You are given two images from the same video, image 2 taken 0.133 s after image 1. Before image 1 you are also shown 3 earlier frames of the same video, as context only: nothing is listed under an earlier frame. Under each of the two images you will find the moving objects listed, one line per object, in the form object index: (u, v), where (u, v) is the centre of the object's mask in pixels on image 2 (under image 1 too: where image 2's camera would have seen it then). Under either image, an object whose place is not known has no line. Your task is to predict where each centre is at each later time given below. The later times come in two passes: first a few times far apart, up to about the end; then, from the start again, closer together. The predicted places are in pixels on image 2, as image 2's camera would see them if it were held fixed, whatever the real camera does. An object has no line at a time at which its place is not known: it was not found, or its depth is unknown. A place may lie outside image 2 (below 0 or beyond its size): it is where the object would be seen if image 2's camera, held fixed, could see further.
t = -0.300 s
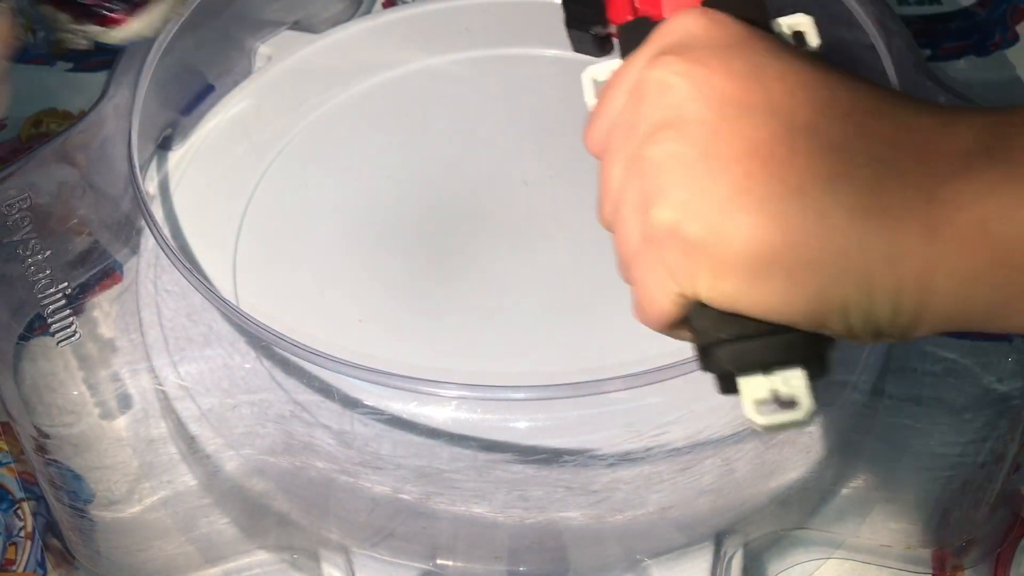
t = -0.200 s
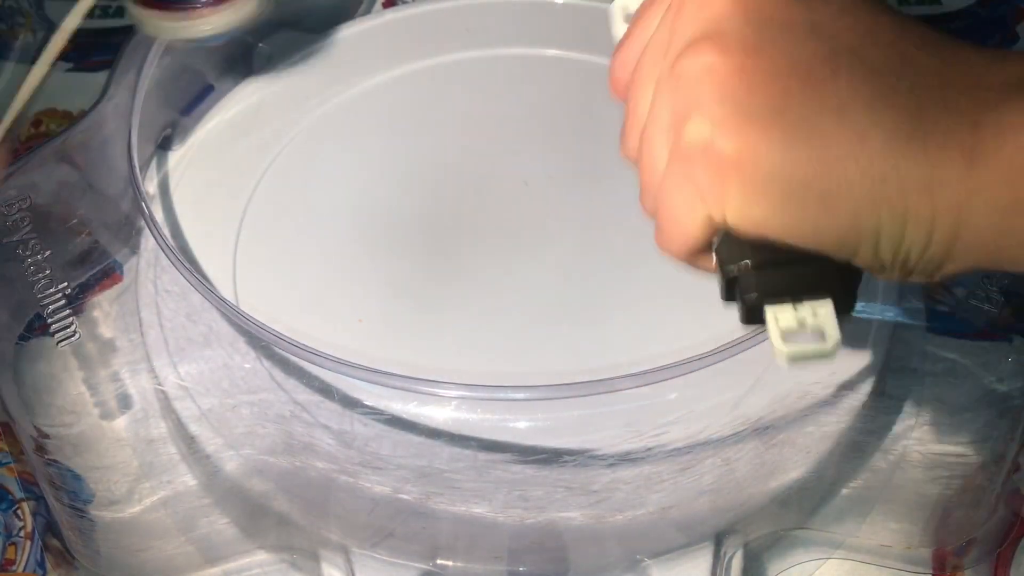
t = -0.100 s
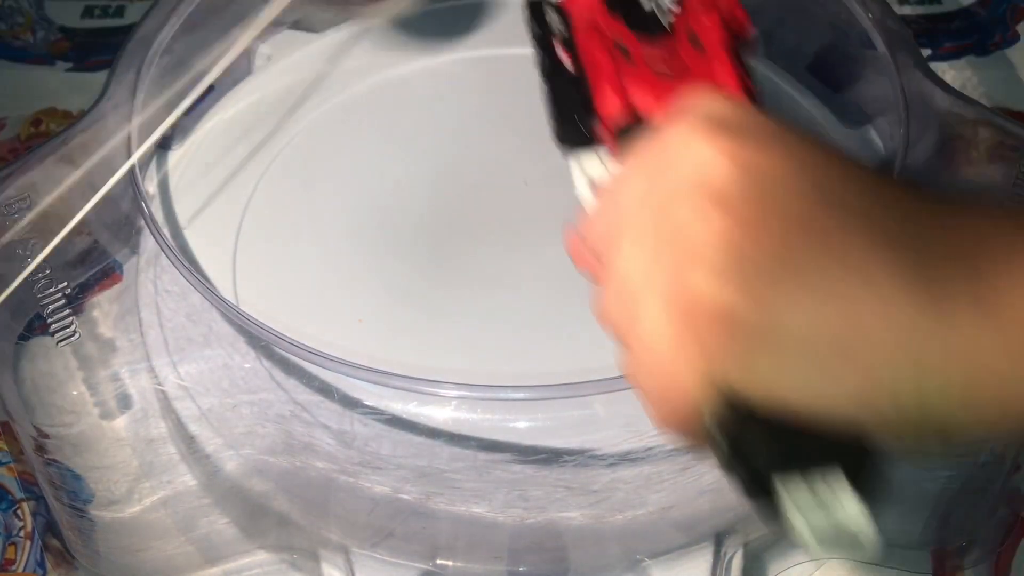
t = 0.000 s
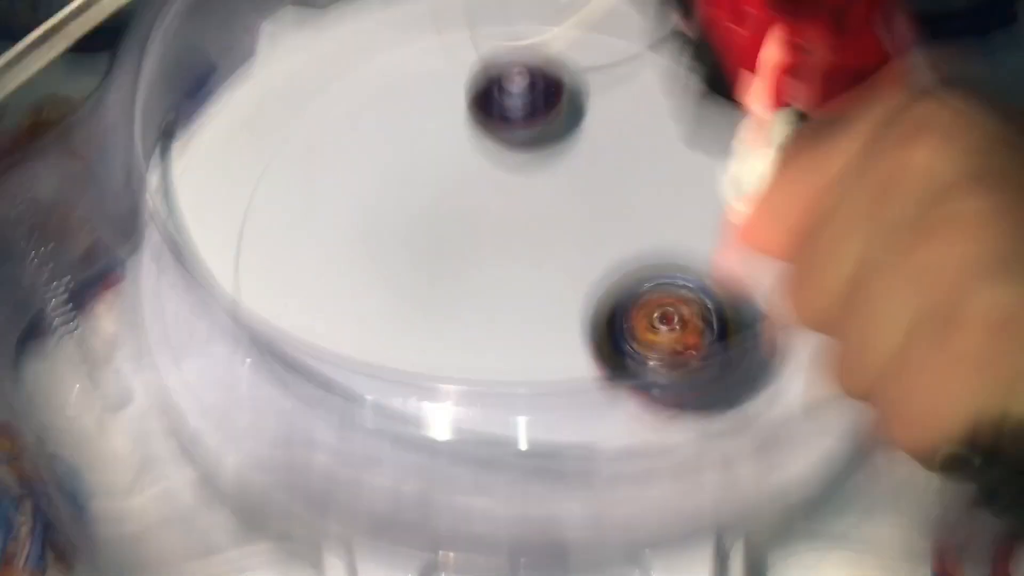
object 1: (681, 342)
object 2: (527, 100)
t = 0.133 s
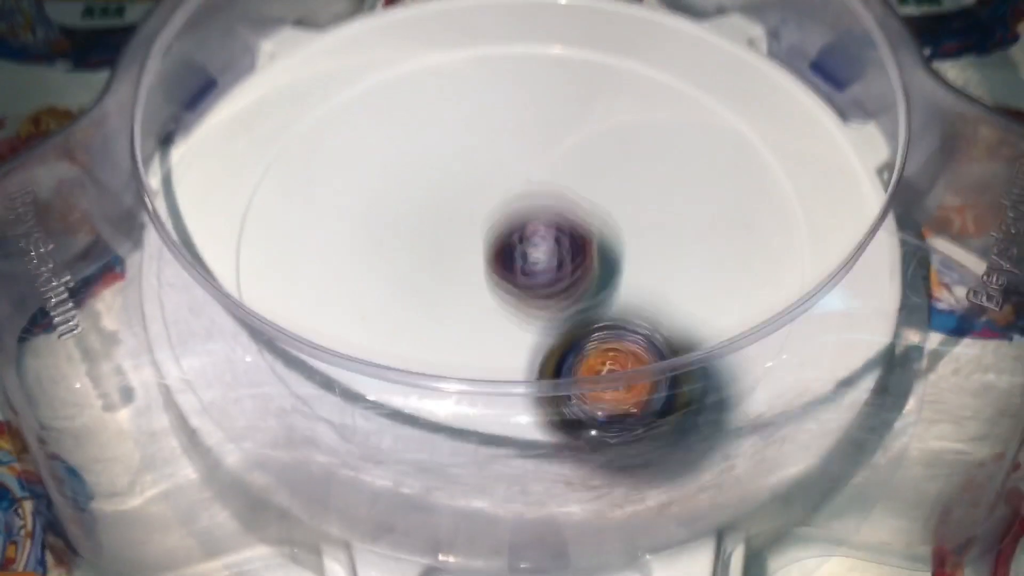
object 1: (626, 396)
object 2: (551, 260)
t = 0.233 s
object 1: (562, 361)
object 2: (648, 313)
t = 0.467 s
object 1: (455, 280)
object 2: (776, 255)
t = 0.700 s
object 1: (468, 151)
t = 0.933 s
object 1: (368, 218)
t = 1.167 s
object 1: (418, 429)
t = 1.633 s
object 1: (722, 349)
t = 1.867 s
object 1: (485, 304)
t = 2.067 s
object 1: (338, 299)
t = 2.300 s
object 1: (147, 431)
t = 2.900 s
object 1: (120, 428)
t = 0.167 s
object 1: (609, 424)
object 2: (562, 305)
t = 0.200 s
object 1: (598, 384)
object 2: (589, 289)
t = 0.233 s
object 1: (562, 361)
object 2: (648, 313)
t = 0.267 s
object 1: (539, 372)
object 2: (657, 348)
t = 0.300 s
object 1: (515, 391)
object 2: (680, 337)
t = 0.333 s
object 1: (501, 365)
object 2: (706, 331)
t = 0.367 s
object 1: (485, 331)
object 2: (729, 309)
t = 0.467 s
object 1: (455, 280)
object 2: (776, 255)
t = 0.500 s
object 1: (448, 264)
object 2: (785, 232)
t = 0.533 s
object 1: (449, 233)
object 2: (785, 206)
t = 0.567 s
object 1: (449, 216)
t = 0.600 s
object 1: (453, 192)
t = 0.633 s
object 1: (458, 179)
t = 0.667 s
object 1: (463, 163)
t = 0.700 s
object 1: (468, 151)
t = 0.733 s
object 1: (472, 149)
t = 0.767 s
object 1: (477, 145)
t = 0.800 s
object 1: (478, 149)
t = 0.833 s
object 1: (457, 157)
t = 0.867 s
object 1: (426, 174)
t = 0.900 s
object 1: (396, 195)
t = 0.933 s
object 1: (368, 218)
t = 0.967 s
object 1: (344, 242)
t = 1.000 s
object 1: (328, 277)
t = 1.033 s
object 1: (329, 302)
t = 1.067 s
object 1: (323, 345)
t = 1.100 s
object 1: (334, 380)
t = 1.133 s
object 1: (371, 405)
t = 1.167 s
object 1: (418, 429)
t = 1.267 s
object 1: (586, 409)
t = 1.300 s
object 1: (632, 422)
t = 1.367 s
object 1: (706, 392)
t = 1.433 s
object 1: (743, 374)
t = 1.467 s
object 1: (757, 384)
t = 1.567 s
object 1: (756, 378)
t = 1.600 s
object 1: (741, 358)
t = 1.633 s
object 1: (722, 349)
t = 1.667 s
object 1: (701, 322)
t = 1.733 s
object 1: (648, 287)
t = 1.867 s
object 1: (485, 304)
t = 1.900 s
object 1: (450, 303)
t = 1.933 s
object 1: (420, 299)
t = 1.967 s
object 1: (392, 298)
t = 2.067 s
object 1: (338, 299)
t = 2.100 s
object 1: (294, 316)
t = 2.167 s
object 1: (218, 358)
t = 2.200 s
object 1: (203, 364)
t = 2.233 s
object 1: (191, 370)
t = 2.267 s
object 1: (181, 396)
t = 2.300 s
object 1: (147, 431)
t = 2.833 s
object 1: (126, 402)
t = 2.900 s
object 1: (120, 428)
